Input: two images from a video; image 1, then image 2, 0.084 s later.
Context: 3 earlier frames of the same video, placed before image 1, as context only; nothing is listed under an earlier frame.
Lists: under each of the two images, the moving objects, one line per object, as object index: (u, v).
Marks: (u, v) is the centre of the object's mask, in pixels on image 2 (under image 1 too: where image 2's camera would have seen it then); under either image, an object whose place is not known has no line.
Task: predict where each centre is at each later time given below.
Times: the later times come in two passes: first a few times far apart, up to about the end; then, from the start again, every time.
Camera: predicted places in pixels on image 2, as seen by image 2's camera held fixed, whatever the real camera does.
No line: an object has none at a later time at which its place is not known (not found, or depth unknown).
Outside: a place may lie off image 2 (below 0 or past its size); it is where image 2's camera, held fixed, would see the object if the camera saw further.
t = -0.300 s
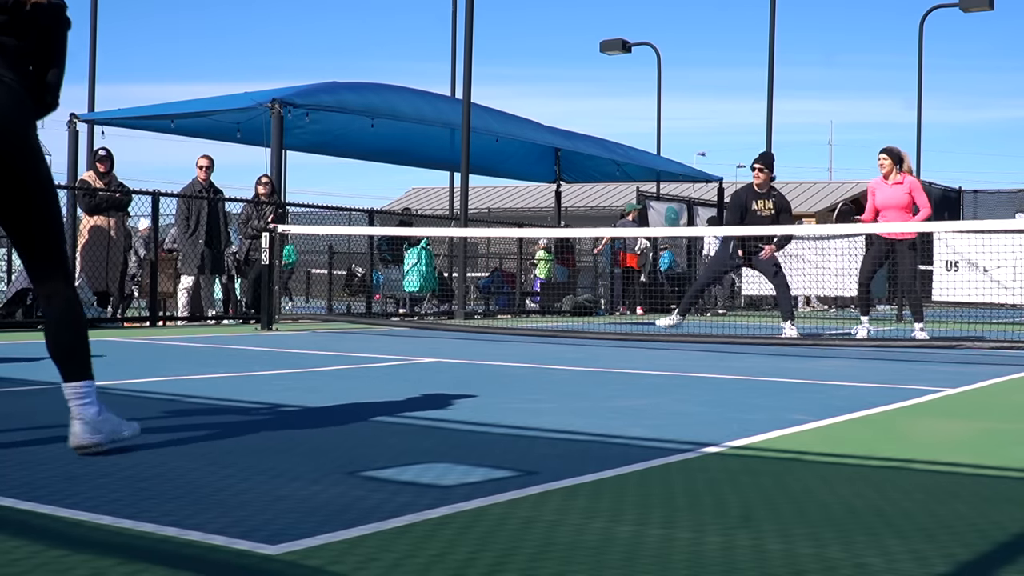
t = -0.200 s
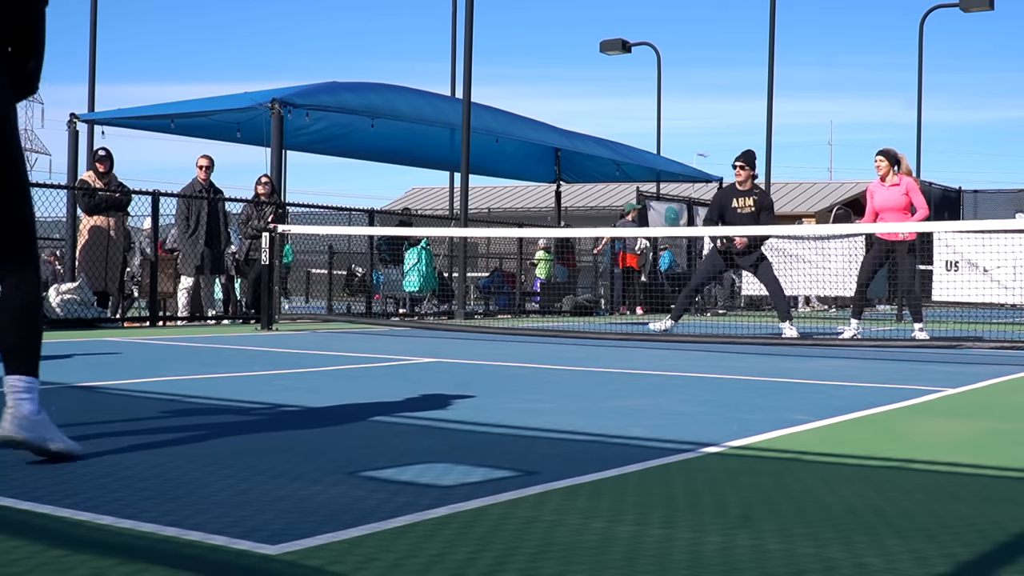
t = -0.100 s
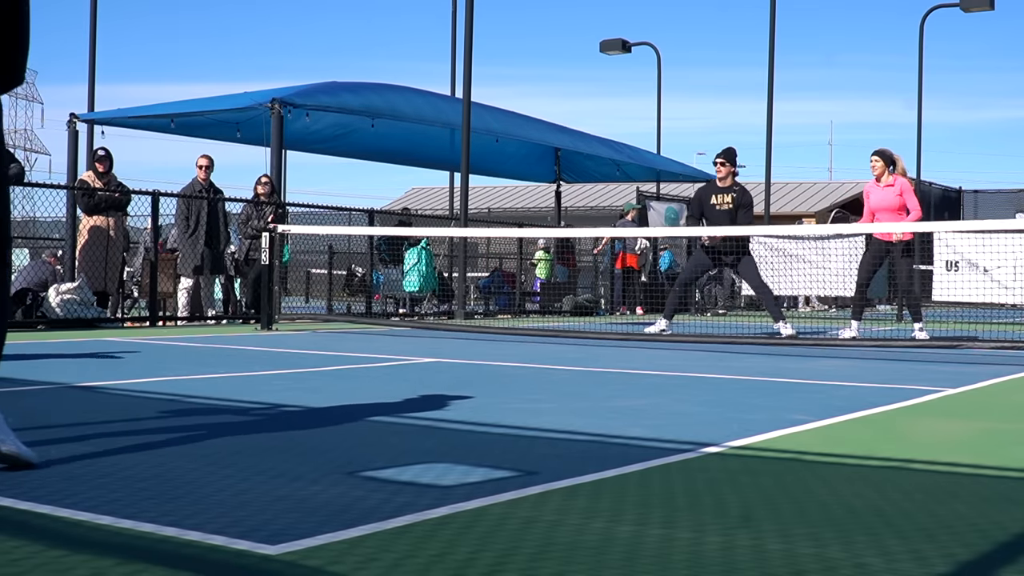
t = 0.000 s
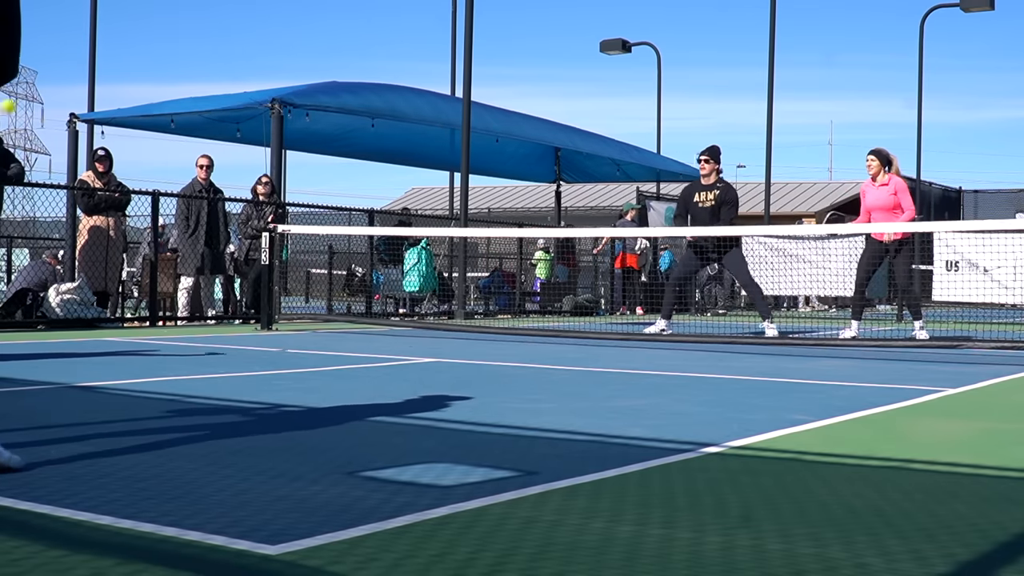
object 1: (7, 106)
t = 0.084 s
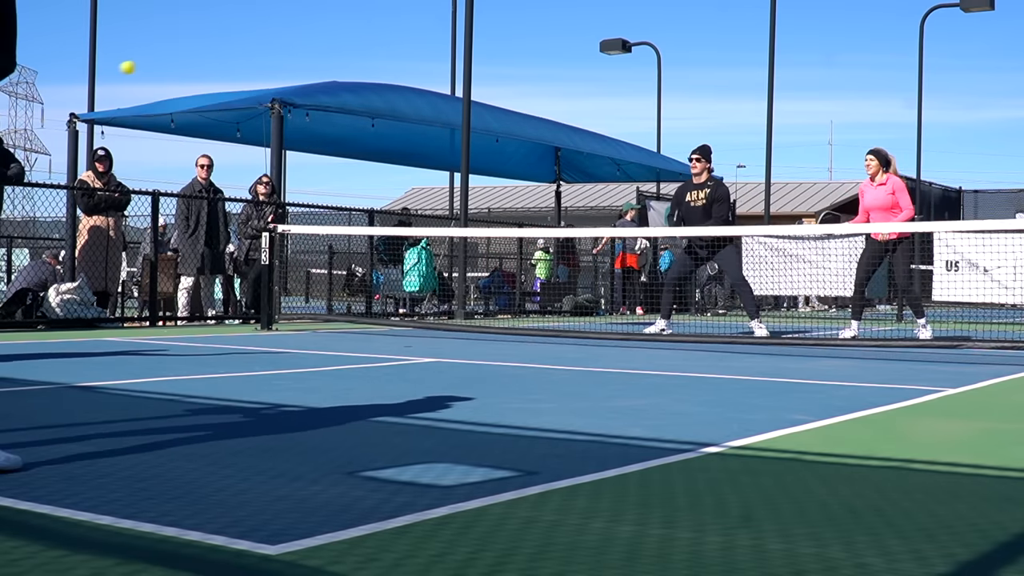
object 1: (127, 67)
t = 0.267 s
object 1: (348, 33)
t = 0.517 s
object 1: (578, 69)
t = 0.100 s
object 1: (149, 61)
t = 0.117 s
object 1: (171, 56)
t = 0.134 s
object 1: (193, 52)
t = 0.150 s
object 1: (214, 47)
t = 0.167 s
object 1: (234, 44)
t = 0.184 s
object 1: (254, 41)
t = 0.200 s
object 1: (273, 38)
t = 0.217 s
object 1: (293, 36)
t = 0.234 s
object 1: (312, 35)
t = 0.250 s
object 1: (330, 33)
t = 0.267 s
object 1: (348, 33)
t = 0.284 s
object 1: (365, 33)
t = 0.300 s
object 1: (382, 33)
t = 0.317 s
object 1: (399, 33)
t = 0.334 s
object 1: (416, 35)
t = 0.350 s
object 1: (432, 36)
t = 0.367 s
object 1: (448, 38)
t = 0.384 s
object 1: (464, 40)
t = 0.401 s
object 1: (479, 42)
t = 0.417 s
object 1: (494, 45)
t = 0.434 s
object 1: (508, 48)
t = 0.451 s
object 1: (523, 52)
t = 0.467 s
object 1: (537, 56)
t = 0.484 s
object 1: (551, 60)
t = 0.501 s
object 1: (565, 64)
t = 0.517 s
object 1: (578, 69)
